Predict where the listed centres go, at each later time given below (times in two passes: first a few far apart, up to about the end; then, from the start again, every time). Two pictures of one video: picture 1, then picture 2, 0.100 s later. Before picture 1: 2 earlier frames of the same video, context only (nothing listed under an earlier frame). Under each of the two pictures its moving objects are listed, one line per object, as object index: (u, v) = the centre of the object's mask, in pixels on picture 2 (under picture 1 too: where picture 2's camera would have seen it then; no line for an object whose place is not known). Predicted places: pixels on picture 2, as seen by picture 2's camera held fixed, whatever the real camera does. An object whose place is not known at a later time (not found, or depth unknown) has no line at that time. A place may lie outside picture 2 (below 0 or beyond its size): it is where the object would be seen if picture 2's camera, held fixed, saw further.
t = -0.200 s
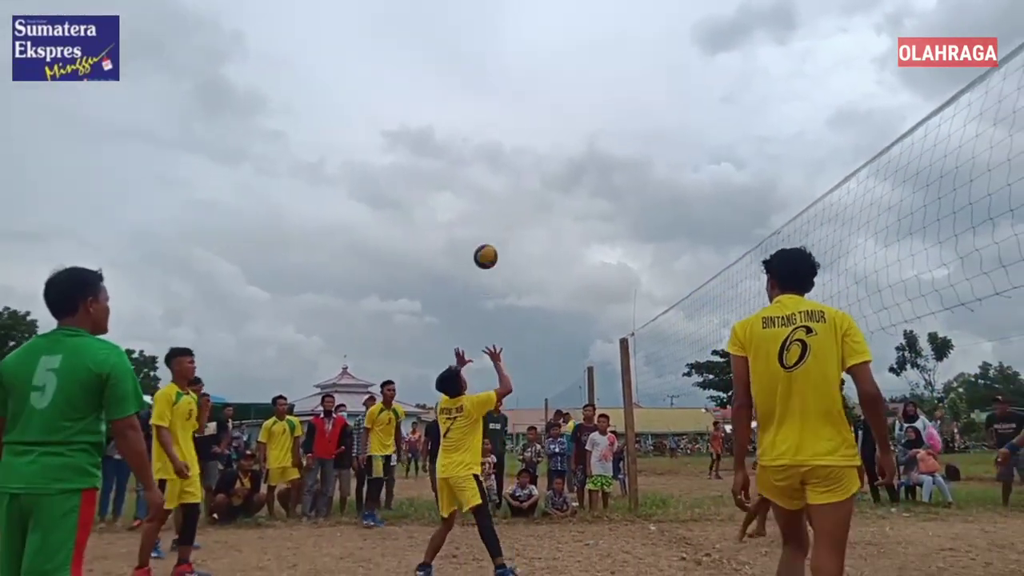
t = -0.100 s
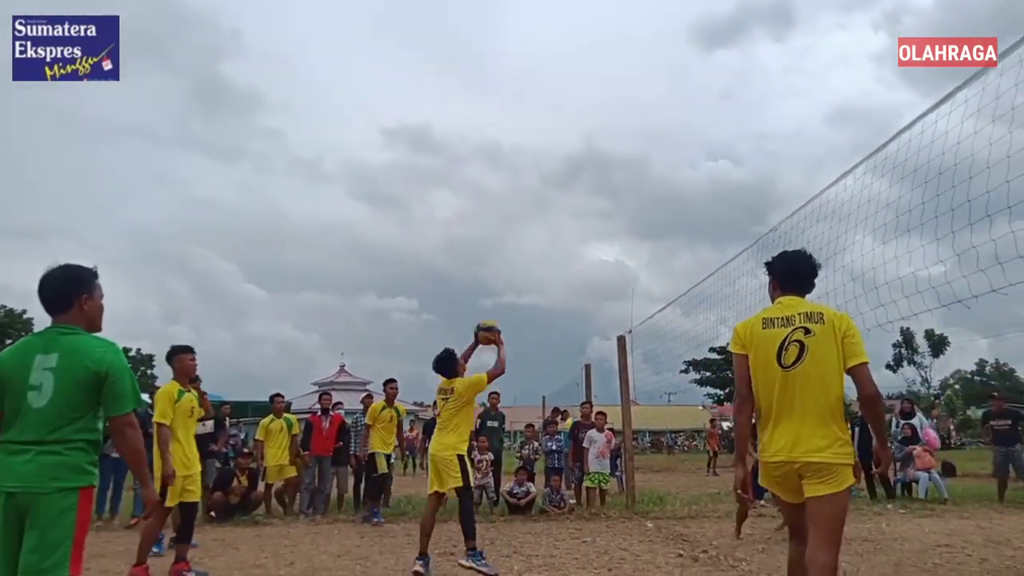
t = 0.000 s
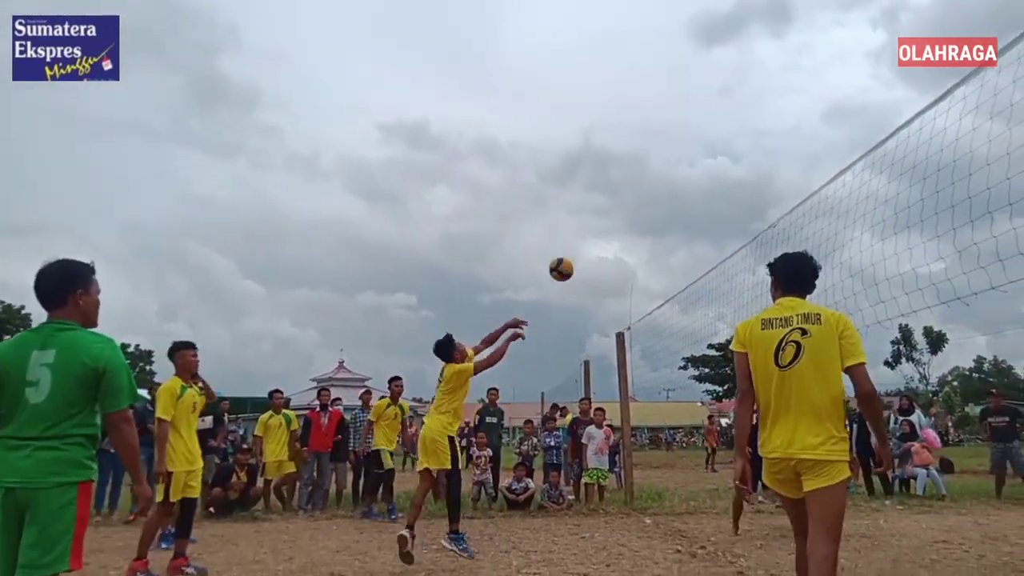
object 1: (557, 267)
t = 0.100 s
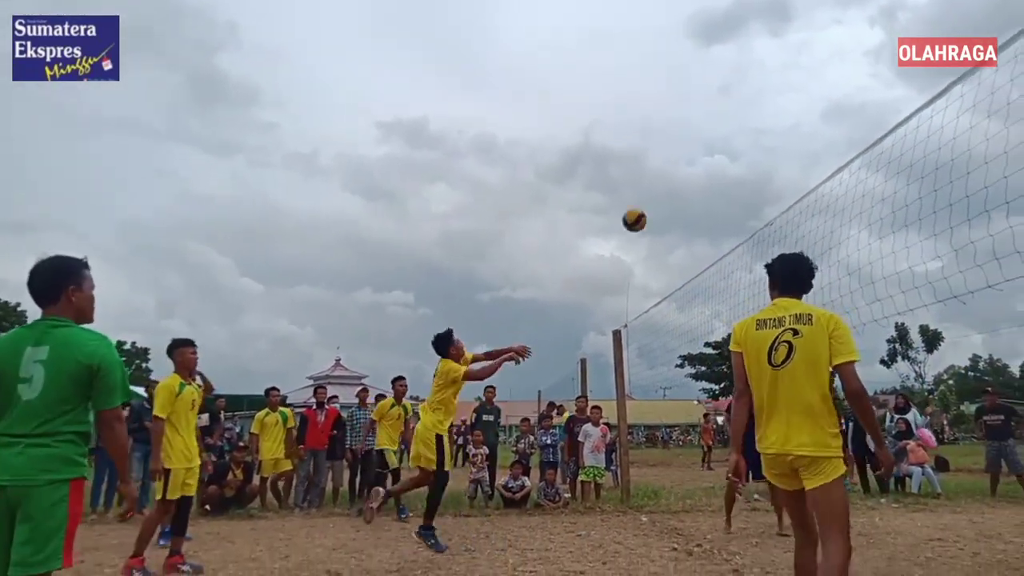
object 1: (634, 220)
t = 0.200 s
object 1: (704, 185)
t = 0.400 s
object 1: (842, 152)
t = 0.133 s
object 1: (660, 207)
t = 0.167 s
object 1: (683, 195)
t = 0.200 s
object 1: (704, 185)
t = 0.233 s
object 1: (726, 177)
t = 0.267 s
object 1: (750, 170)
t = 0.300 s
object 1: (774, 163)
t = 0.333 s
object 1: (797, 157)
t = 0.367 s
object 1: (819, 154)
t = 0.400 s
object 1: (842, 152)
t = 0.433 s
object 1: (865, 151)
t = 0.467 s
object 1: (888, 152)
